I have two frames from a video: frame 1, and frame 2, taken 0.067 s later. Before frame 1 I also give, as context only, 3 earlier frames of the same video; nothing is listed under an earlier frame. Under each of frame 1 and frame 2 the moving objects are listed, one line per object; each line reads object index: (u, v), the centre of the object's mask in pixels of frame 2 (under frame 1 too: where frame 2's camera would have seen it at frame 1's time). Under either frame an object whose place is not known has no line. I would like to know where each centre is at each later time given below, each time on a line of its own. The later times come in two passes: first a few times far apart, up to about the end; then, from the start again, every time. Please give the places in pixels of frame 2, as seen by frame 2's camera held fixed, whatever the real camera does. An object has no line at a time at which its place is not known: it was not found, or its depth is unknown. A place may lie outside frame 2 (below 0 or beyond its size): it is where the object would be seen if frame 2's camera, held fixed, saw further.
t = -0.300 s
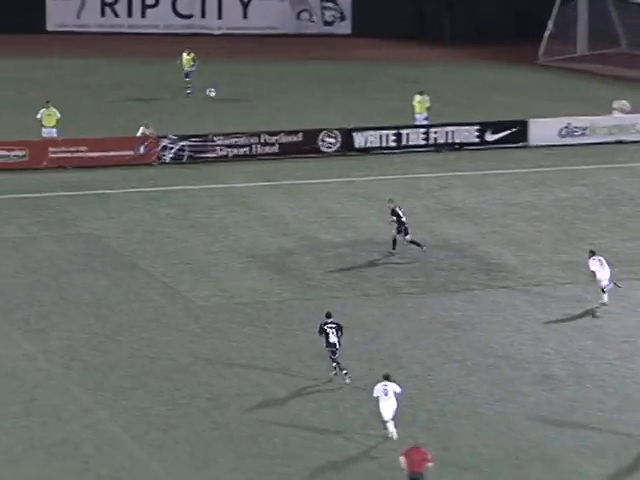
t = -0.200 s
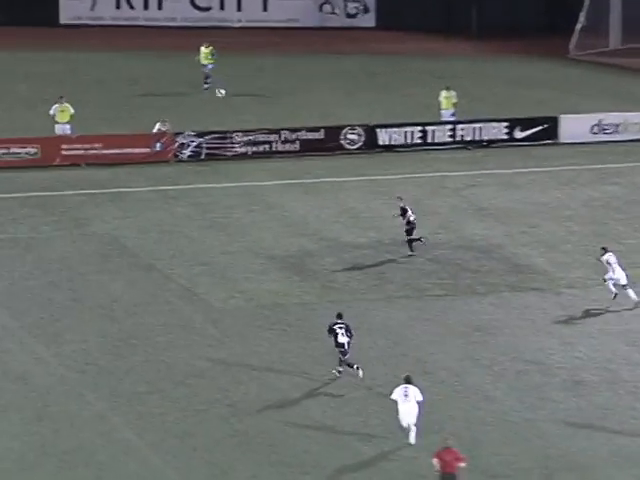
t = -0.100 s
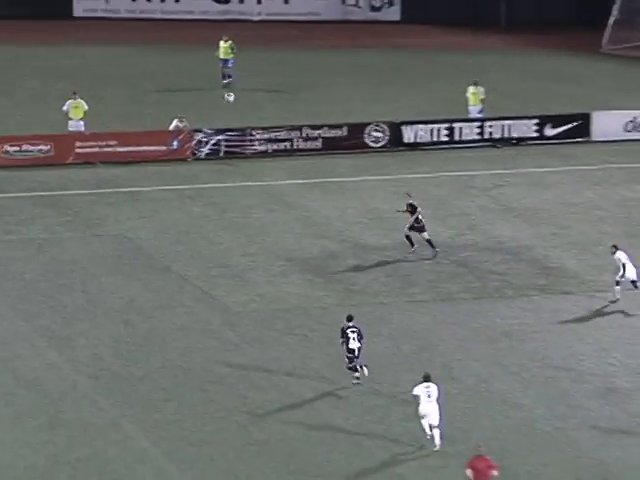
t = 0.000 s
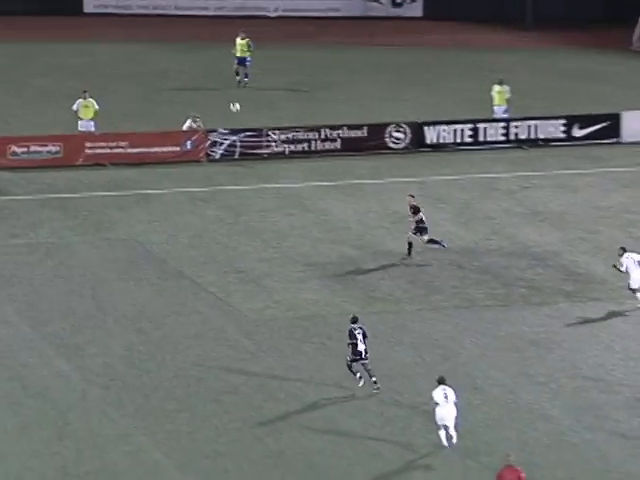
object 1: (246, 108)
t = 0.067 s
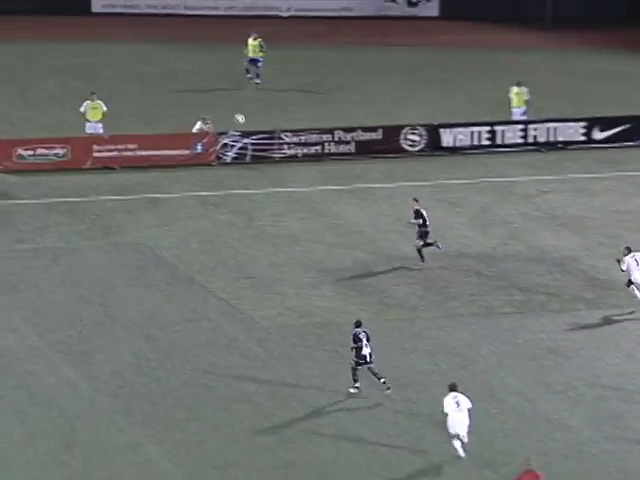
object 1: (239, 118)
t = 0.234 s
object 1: (221, 145)
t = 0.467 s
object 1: (196, 194)
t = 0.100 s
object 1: (235, 123)
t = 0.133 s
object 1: (232, 128)
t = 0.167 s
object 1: (229, 134)
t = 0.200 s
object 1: (224, 139)
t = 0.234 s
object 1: (221, 145)
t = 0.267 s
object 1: (218, 151)
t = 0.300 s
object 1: (214, 158)
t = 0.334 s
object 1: (210, 164)
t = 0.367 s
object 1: (207, 170)
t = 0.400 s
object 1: (203, 179)
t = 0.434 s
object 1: (199, 186)
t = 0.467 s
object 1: (196, 194)
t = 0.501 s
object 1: (192, 203)
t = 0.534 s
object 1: (189, 211)
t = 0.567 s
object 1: (186, 219)
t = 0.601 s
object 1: (183, 228)
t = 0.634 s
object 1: (179, 236)
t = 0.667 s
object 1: (176, 246)
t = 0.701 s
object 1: (173, 254)
